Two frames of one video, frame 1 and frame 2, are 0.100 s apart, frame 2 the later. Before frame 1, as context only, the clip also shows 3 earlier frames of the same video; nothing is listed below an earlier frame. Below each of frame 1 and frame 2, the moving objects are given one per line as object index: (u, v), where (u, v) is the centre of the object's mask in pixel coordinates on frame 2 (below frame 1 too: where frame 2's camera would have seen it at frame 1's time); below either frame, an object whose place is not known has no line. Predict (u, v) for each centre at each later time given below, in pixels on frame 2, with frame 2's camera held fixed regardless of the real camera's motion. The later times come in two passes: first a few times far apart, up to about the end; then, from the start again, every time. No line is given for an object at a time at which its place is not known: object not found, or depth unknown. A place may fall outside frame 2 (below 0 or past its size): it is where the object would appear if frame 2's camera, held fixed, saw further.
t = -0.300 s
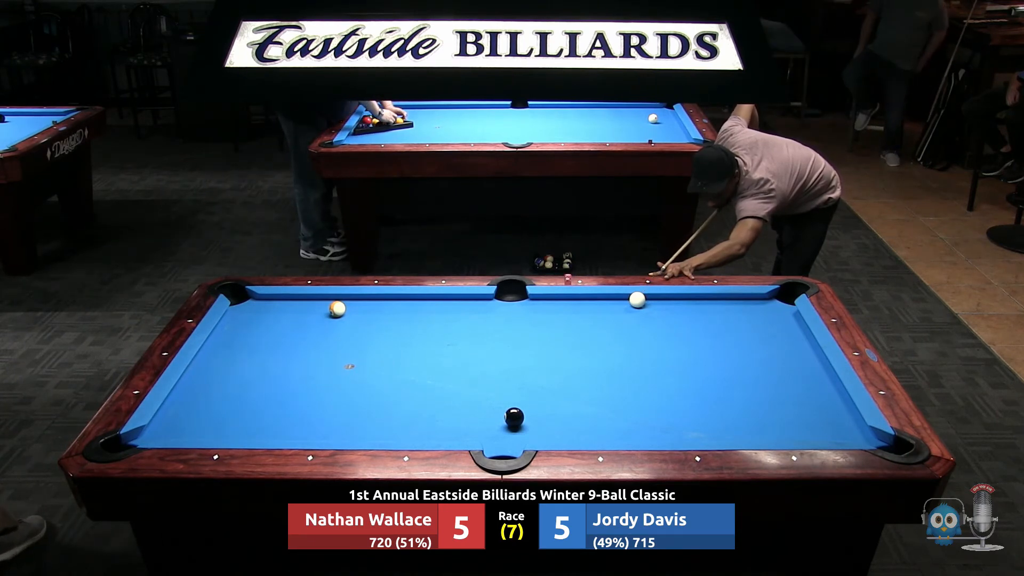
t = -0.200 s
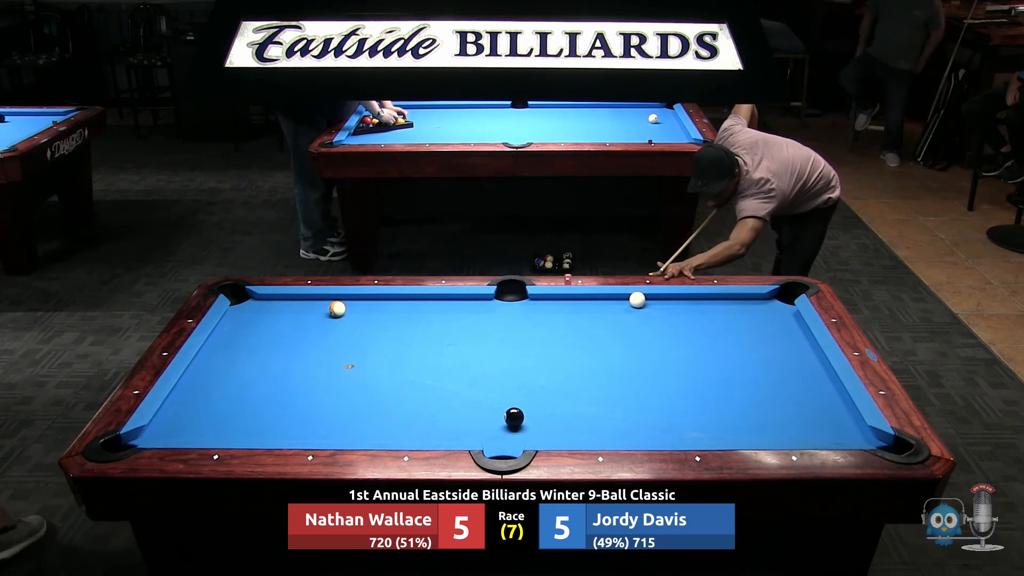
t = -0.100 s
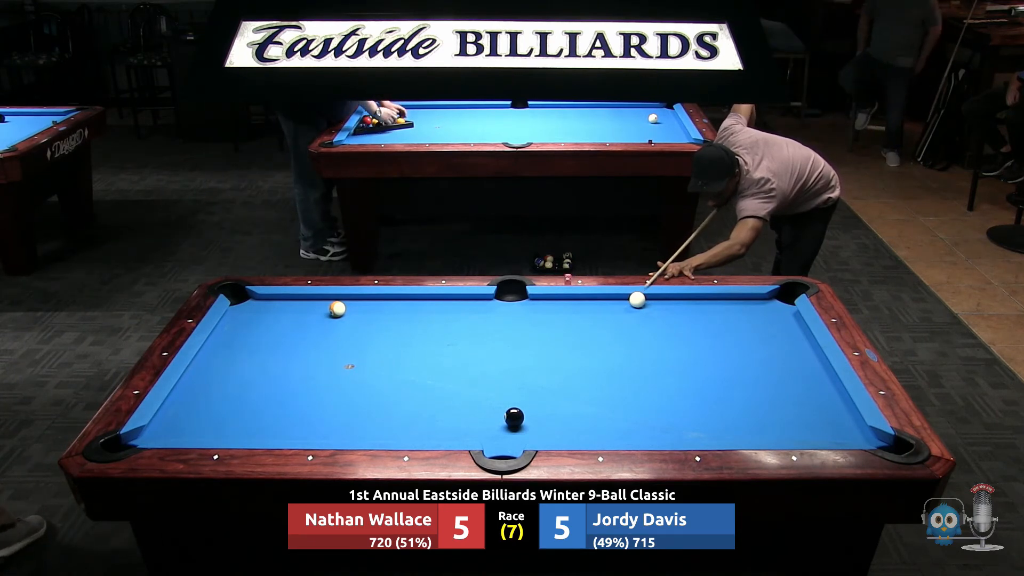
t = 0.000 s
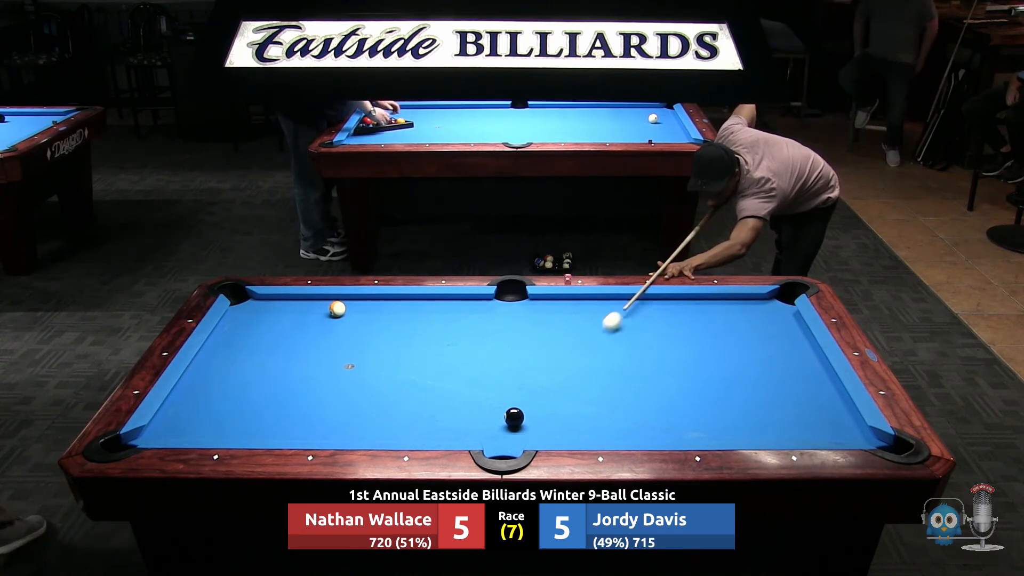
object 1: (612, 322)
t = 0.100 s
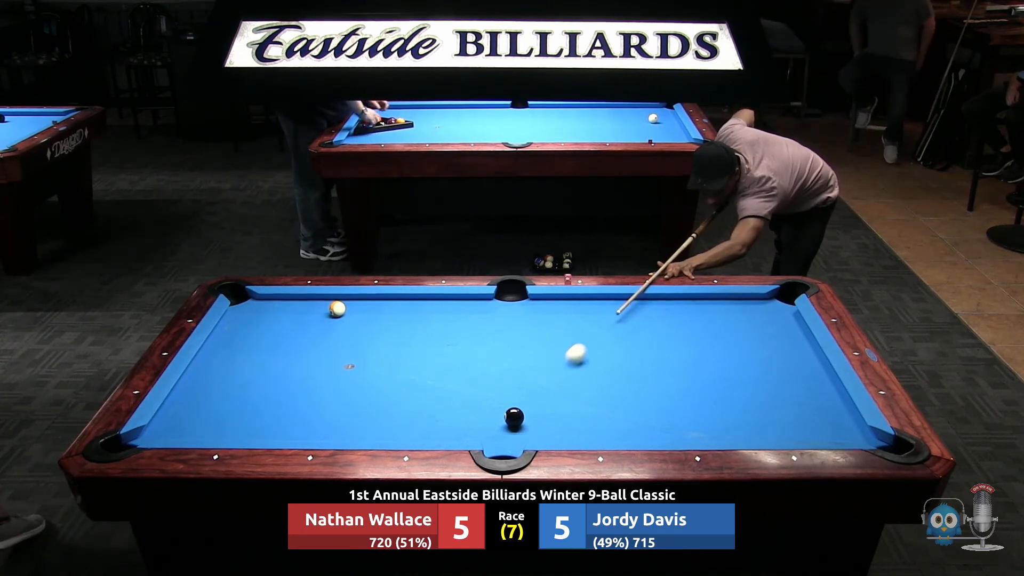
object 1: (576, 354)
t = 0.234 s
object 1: (521, 403)
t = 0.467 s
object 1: (446, 414)
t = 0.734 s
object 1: (352, 435)
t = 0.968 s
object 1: (299, 426)
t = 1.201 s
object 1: (250, 416)
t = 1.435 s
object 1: (204, 405)
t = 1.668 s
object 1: (186, 395)
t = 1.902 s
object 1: (221, 384)
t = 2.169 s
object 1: (258, 372)
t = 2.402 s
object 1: (288, 363)
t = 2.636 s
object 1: (316, 354)
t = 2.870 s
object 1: (341, 345)
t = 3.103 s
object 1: (365, 338)
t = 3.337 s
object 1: (387, 331)
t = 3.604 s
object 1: (409, 324)
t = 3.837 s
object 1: (428, 318)
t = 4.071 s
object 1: (445, 312)
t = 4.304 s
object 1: (461, 307)
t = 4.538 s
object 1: (475, 303)
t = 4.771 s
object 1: (488, 299)
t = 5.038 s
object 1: (497, 300)
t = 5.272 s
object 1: (503, 302)
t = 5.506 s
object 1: (508, 304)
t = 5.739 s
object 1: (512, 306)
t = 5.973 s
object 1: (515, 307)
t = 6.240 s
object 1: (518, 309)
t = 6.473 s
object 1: (519, 309)
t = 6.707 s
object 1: (519, 309)
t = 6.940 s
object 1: (519, 309)
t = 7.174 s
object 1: (519, 309)
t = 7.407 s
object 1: (519, 309)
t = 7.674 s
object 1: (519, 309)
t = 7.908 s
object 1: (519, 309)
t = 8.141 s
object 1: (519, 309)
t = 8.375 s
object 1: (519, 309)
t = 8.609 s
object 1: (519, 309)
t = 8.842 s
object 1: (519, 309)
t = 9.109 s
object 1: (519, 309)
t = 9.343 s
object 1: (519, 309)
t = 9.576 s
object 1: (519, 309)
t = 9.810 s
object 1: (519, 309)
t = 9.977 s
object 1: (519, 309)
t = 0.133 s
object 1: (563, 366)
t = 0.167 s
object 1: (549, 379)
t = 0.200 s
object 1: (535, 392)
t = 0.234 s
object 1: (521, 403)
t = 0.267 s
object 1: (509, 407)
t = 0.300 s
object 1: (499, 407)
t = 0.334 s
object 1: (489, 407)
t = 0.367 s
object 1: (479, 408)
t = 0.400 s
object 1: (468, 410)
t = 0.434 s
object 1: (457, 412)
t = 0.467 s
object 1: (446, 414)
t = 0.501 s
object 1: (435, 417)
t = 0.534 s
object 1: (423, 421)
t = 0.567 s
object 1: (411, 424)
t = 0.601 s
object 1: (399, 427)
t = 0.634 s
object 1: (388, 430)
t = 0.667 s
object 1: (376, 431)
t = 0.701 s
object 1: (364, 433)
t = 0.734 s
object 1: (352, 435)
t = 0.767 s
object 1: (344, 434)
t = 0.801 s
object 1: (337, 433)
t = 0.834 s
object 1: (329, 432)
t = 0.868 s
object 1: (321, 431)
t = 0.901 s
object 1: (314, 430)
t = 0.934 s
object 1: (307, 428)
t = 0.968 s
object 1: (299, 426)
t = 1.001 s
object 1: (292, 425)
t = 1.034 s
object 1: (285, 423)
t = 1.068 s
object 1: (277, 422)
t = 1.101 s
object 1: (270, 420)
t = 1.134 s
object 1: (263, 418)
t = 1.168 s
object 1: (257, 417)
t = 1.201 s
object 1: (250, 416)
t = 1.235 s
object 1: (243, 414)
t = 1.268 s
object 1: (236, 412)
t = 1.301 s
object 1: (230, 411)
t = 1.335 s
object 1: (223, 409)
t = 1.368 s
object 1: (217, 408)
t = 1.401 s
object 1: (211, 407)
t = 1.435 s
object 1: (204, 405)
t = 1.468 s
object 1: (198, 404)
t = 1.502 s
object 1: (192, 402)
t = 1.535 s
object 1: (186, 401)
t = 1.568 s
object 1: (180, 400)
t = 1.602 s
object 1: (175, 399)
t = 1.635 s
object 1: (181, 397)
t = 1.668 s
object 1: (186, 395)
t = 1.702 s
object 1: (191, 393)
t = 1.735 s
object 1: (197, 392)
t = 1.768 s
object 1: (202, 390)
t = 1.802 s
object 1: (206, 389)
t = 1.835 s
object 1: (212, 387)
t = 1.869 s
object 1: (216, 385)
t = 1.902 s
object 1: (221, 384)
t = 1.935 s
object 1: (226, 382)
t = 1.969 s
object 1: (231, 381)
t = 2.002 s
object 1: (236, 379)
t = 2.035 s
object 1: (240, 378)
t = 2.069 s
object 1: (245, 376)
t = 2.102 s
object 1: (249, 375)
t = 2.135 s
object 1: (254, 373)
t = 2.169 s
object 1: (258, 372)
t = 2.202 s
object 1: (263, 371)
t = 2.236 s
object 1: (267, 369)
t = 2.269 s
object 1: (271, 368)
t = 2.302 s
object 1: (275, 366)
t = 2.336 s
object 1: (280, 365)
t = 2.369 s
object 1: (284, 364)
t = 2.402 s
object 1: (288, 363)
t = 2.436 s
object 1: (292, 361)
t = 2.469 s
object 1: (296, 360)
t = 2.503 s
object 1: (300, 359)
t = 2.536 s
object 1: (304, 357)
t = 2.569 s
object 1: (308, 356)
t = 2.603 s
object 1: (312, 355)
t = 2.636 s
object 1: (316, 354)
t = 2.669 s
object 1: (319, 353)
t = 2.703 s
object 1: (323, 351)
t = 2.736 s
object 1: (327, 350)
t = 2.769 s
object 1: (330, 349)
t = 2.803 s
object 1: (334, 348)
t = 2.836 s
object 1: (338, 347)
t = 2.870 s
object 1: (341, 345)
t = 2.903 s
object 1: (345, 344)
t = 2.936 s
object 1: (348, 343)
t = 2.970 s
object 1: (352, 342)
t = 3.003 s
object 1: (355, 341)
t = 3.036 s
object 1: (358, 340)
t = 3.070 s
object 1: (362, 339)
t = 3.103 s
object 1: (365, 338)
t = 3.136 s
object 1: (368, 337)
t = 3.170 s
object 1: (371, 336)
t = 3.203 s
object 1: (374, 335)
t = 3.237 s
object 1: (378, 334)
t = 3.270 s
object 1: (381, 333)
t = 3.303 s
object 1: (383, 332)
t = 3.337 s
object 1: (387, 331)
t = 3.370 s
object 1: (390, 330)
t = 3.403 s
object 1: (393, 329)
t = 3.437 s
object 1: (395, 328)
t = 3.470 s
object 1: (398, 327)
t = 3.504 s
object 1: (401, 326)
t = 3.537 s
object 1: (404, 325)
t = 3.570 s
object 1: (407, 325)
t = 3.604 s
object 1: (409, 324)
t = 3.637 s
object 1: (412, 323)
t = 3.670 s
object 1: (415, 322)
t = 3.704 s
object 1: (418, 321)
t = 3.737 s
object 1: (420, 320)
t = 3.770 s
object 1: (423, 320)
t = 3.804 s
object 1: (426, 319)
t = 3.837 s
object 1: (428, 318)
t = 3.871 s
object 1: (431, 317)
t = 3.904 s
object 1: (433, 316)
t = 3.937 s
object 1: (435, 315)
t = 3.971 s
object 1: (438, 315)
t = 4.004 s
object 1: (440, 314)
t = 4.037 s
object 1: (443, 313)
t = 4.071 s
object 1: (445, 312)
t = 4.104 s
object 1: (447, 312)
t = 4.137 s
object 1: (449, 311)
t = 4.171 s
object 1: (452, 310)
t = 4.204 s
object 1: (454, 309)
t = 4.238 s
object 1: (456, 309)
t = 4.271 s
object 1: (458, 308)
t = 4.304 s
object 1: (461, 307)
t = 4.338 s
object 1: (463, 307)
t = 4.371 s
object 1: (465, 306)
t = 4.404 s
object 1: (467, 305)
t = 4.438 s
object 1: (469, 305)
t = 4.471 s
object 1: (471, 304)
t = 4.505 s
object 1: (473, 304)
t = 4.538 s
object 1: (475, 303)
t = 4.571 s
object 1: (477, 302)
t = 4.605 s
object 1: (479, 302)
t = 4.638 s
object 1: (481, 301)
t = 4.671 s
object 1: (483, 300)
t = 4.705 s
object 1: (484, 300)
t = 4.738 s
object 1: (486, 299)
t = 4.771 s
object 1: (488, 299)
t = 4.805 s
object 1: (490, 298)
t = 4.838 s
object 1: (491, 299)
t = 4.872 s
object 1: (492, 299)
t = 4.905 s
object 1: (493, 299)
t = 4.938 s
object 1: (494, 300)
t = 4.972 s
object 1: (495, 300)
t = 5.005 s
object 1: (496, 300)
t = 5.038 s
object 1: (497, 300)
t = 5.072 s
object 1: (498, 301)
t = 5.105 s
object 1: (499, 301)
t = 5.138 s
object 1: (500, 302)
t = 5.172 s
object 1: (500, 302)
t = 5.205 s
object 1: (502, 302)
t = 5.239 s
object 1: (502, 302)
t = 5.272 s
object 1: (503, 302)
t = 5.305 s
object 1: (504, 303)
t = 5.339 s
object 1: (505, 303)
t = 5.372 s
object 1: (505, 303)
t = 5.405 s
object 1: (506, 304)
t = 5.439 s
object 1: (507, 304)
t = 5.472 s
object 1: (507, 304)
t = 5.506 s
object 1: (508, 304)
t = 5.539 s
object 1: (509, 304)
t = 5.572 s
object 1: (509, 305)
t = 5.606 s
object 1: (510, 305)
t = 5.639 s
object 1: (510, 305)
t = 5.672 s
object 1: (511, 306)
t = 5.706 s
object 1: (511, 306)
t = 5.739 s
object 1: (512, 306)
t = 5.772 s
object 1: (512, 306)
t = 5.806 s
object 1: (513, 307)
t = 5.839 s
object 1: (513, 307)
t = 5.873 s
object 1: (514, 307)
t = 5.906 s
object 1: (514, 307)
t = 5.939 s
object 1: (515, 307)
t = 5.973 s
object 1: (515, 307)
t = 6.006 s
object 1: (515, 308)
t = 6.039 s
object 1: (516, 308)
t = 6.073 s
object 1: (516, 308)
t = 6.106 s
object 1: (517, 308)
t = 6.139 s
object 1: (517, 308)
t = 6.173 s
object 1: (517, 308)
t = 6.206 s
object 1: (518, 309)
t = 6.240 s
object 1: (518, 309)
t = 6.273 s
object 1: (518, 309)
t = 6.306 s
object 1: (518, 309)
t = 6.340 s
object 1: (518, 309)
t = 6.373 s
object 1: (519, 309)
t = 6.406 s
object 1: (519, 309)
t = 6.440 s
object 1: (519, 309)
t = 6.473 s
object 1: (519, 309)
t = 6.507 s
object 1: (519, 309)
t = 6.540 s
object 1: (519, 309)
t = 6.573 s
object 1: (519, 309)
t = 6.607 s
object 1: (519, 309)
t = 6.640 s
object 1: (519, 309)
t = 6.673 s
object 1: (519, 309)
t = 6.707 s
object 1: (519, 309)
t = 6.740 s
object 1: (519, 309)
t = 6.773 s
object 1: (519, 309)
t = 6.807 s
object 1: (519, 309)
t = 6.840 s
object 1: (519, 309)
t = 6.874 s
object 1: (519, 309)
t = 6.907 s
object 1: (519, 309)
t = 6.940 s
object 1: (519, 309)
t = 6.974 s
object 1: (519, 309)
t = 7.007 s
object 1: (519, 309)
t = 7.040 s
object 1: (519, 309)
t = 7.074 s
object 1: (519, 309)
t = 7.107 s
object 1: (519, 309)
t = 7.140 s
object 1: (519, 309)
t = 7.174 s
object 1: (519, 309)
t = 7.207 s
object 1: (519, 309)
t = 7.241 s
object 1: (519, 309)
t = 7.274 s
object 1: (519, 309)
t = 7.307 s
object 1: (519, 309)
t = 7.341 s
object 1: (519, 309)
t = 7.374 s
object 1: (519, 309)
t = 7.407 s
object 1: (519, 309)
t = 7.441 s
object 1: (519, 309)
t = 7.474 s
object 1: (519, 309)
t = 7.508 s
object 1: (519, 309)
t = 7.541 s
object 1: (519, 309)
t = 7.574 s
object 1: (519, 309)
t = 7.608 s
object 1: (519, 309)
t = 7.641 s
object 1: (519, 309)
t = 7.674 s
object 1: (519, 309)
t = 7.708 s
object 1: (519, 309)
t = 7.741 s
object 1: (519, 309)
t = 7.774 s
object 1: (519, 309)
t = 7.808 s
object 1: (519, 309)
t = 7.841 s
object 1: (519, 309)
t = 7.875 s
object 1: (519, 309)
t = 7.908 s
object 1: (519, 309)
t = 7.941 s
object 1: (519, 309)
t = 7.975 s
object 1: (519, 309)
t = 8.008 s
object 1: (519, 309)
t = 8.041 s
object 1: (519, 309)
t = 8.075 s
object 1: (519, 309)
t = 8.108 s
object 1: (519, 309)
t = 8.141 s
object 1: (519, 309)
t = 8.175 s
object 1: (519, 309)
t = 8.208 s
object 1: (519, 309)
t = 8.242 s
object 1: (519, 309)
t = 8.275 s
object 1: (519, 309)
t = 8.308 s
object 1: (519, 309)
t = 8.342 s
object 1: (519, 309)
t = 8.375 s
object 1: (519, 309)
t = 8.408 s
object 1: (519, 309)
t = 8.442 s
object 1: (519, 309)
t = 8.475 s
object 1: (519, 309)
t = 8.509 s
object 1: (519, 309)
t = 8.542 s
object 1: (519, 309)
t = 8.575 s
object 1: (519, 309)
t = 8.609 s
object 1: (519, 309)
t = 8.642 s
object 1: (519, 309)
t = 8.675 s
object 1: (519, 309)
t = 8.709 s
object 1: (519, 309)
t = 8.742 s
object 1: (519, 309)
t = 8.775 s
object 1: (519, 309)
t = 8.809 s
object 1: (519, 309)
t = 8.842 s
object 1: (519, 309)
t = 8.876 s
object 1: (519, 309)
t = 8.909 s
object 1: (519, 309)
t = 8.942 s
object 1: (519, 309)
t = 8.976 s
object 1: (519, 309)
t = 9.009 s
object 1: (519, 309)
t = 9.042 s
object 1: (519, 309)
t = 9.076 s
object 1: (519, 309)
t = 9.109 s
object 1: (519, 309)
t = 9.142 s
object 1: (519, 309)
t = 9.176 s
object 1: (519, 309)
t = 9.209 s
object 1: (519, 309)
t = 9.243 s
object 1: (519, 309)
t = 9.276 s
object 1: (519, 309)
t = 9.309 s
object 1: (519, 309)
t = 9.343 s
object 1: (519, 309)
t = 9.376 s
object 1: (519, 309)
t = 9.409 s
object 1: (519, 309)
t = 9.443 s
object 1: (519, 309)
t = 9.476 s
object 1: (519, 309)
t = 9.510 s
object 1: (519, 309)
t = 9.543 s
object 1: (519, 309)
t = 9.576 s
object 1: (519, 309)
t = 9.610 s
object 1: (519, 309)
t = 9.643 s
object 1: (519, 309)
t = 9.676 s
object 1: (519, 309)
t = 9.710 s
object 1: (519, 309)
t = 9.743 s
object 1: (519, 309)
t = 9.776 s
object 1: (519, 309)
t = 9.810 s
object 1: (519, 309)
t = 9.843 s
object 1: (519, 309)
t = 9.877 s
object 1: (519, 309)
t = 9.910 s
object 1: (519, 309)
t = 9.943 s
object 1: (519, 309)
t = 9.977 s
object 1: (519, 309)
